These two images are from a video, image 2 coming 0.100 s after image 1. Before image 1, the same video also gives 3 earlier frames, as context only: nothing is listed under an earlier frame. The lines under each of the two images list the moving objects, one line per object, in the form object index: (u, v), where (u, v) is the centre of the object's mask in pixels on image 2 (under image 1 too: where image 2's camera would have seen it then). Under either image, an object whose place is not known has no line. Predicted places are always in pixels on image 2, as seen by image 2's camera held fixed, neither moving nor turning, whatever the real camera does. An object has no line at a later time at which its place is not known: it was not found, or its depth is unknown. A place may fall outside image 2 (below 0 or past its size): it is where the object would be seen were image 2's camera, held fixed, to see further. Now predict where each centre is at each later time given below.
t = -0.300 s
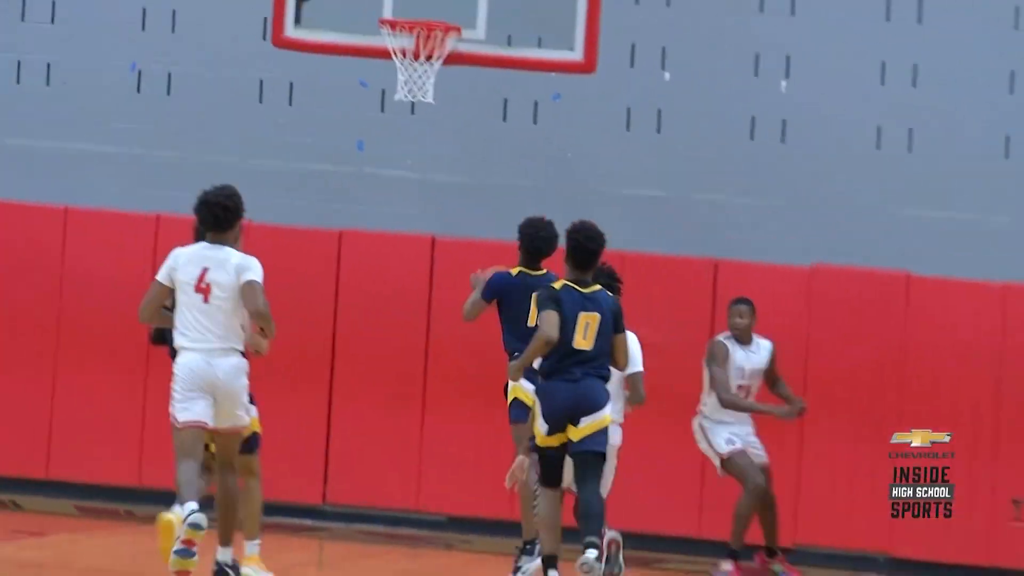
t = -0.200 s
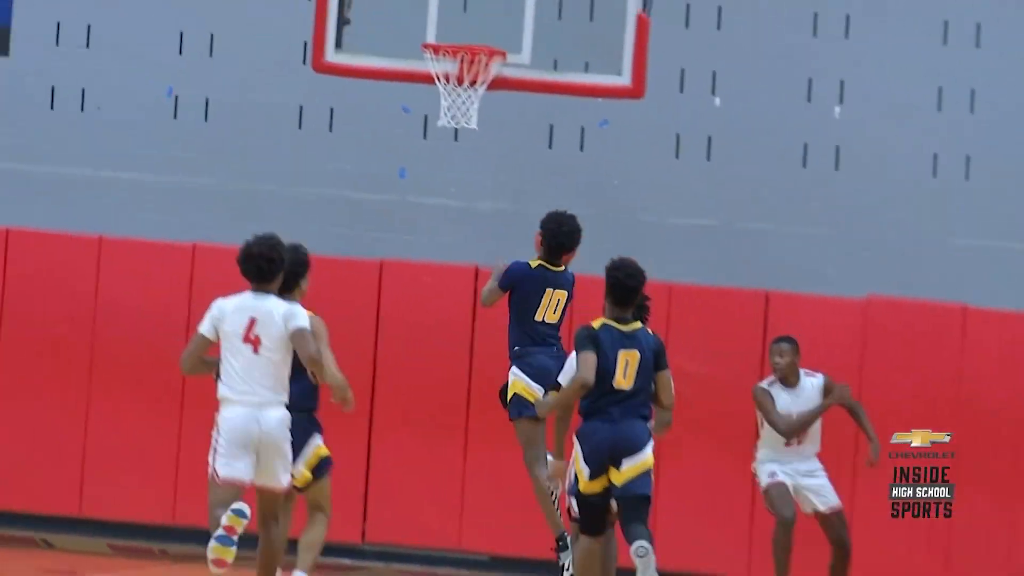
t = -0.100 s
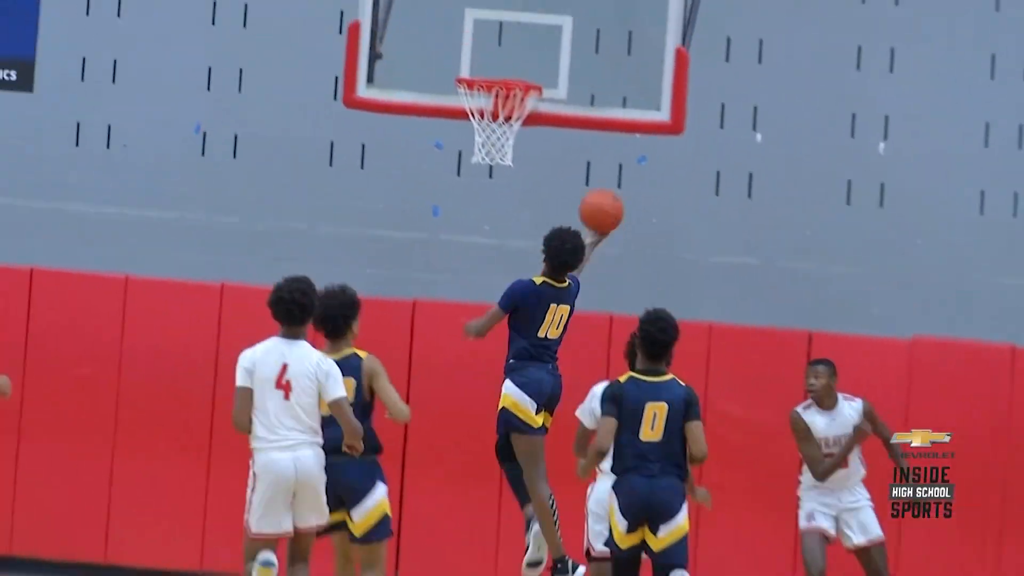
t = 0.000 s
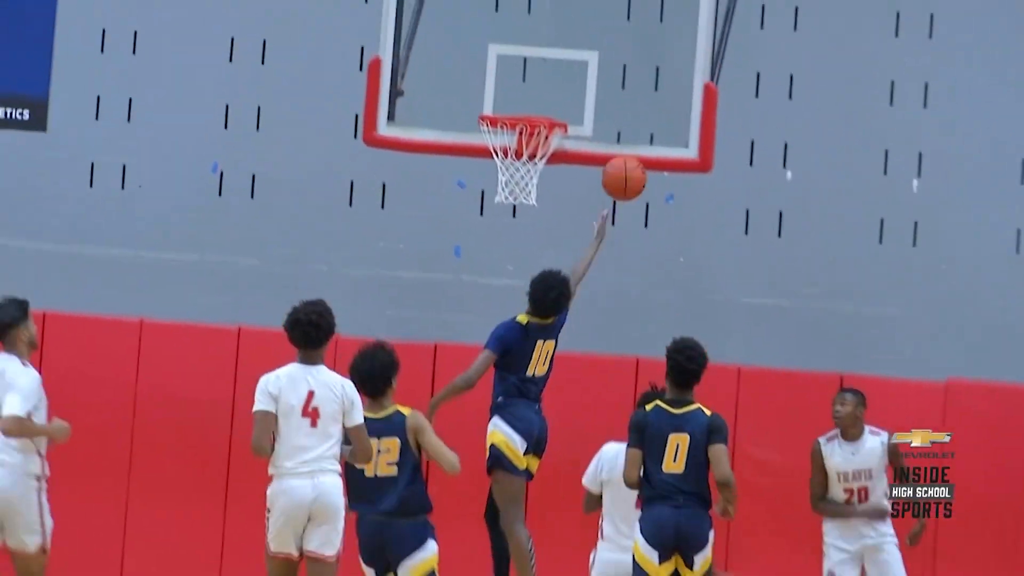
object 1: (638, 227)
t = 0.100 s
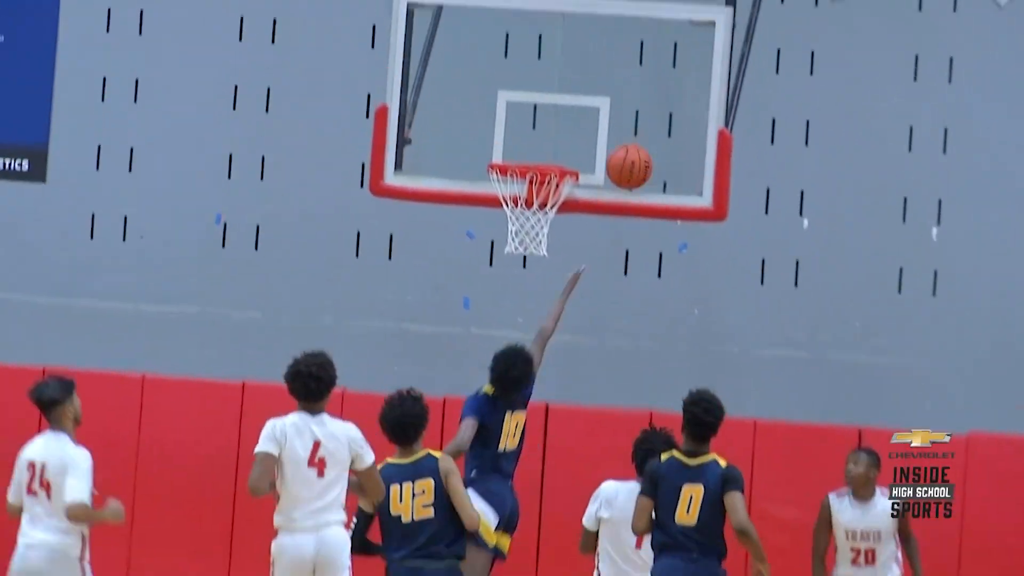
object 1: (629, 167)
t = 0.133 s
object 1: (626, 150)
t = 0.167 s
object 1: (623, 136)
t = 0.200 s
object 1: (620, 123)
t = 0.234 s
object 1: (618, 113)
